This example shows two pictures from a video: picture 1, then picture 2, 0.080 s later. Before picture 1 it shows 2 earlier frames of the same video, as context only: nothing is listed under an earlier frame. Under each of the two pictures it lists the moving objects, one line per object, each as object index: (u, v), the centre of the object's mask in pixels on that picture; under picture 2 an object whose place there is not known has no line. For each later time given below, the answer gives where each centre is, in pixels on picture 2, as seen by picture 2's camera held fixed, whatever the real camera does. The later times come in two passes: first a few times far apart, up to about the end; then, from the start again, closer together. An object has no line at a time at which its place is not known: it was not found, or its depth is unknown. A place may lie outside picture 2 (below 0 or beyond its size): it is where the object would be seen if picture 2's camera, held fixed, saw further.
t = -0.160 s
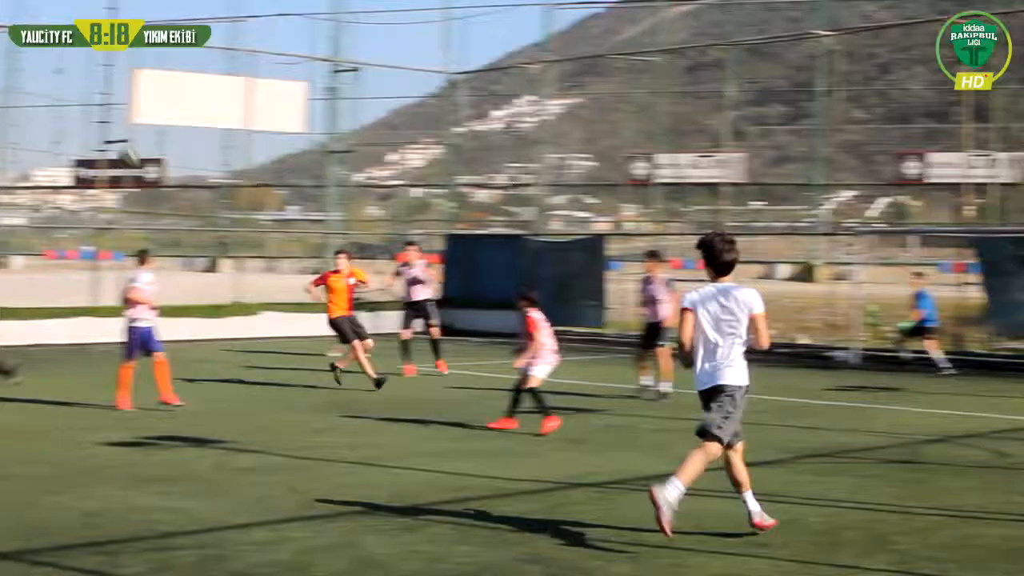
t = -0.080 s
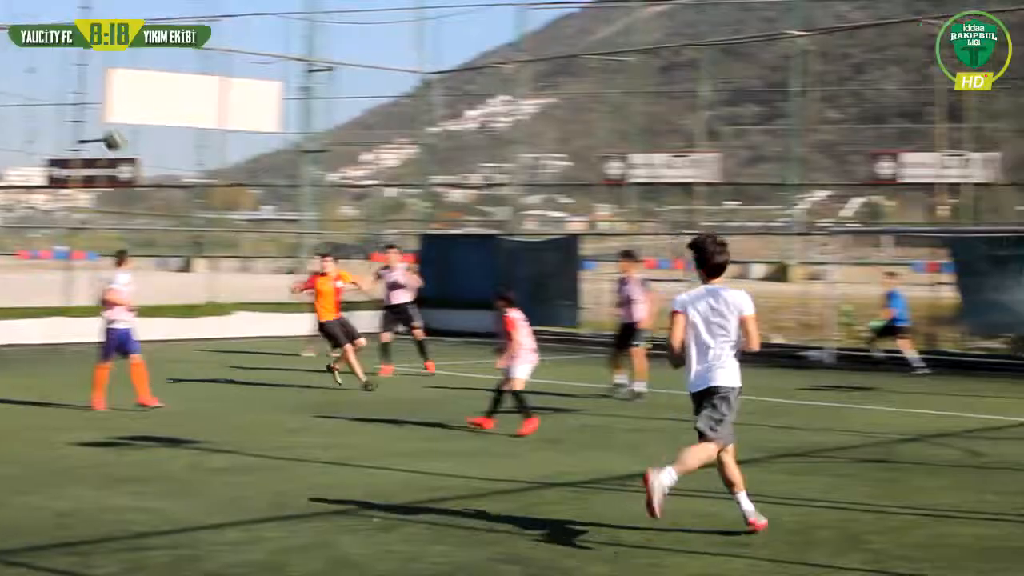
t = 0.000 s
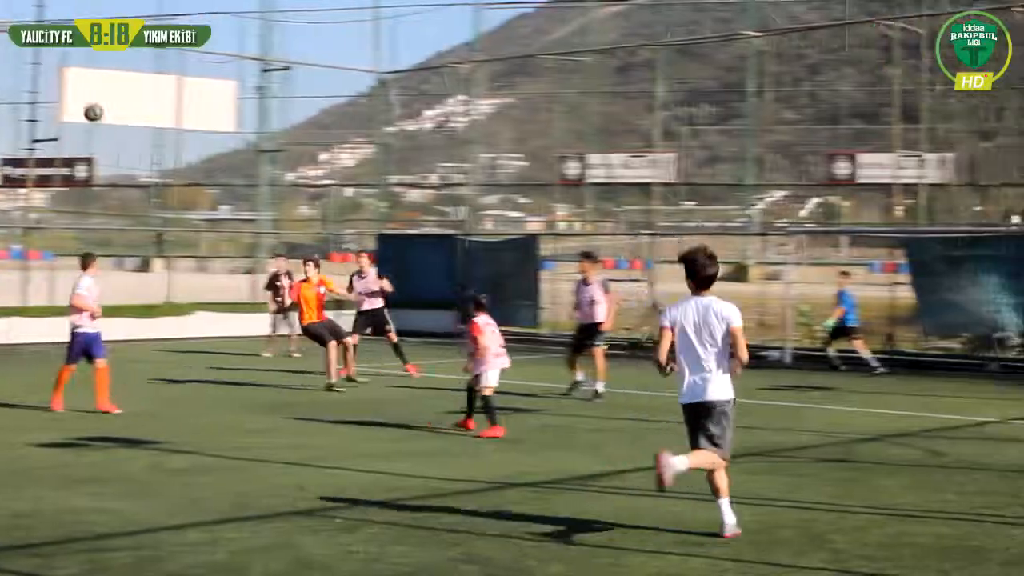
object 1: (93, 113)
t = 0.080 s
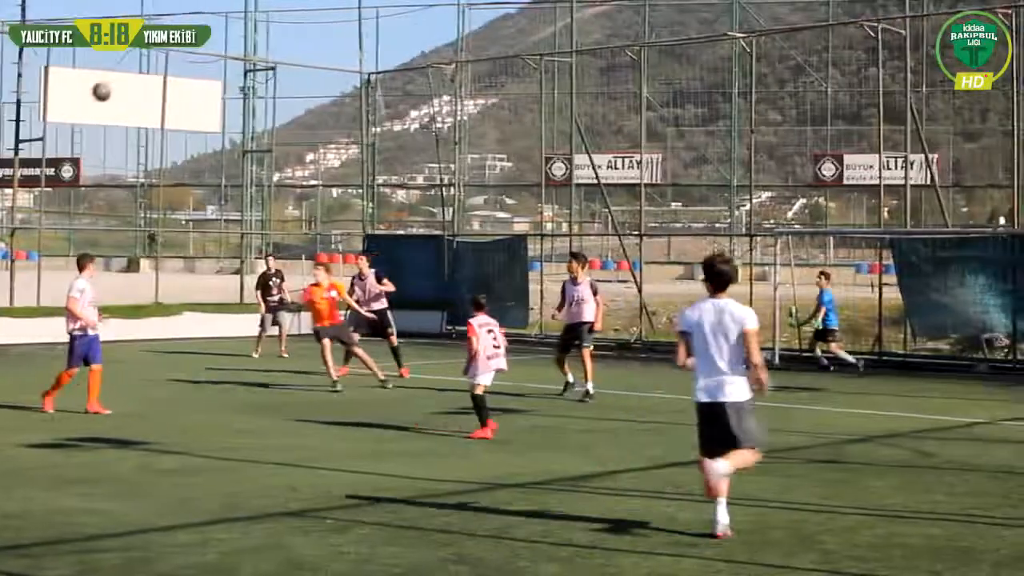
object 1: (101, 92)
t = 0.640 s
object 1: (236, 113)
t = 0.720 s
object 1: (257, 137)
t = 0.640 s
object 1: (236, 113)
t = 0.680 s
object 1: (247, 124)
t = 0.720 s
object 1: (257, 137)
